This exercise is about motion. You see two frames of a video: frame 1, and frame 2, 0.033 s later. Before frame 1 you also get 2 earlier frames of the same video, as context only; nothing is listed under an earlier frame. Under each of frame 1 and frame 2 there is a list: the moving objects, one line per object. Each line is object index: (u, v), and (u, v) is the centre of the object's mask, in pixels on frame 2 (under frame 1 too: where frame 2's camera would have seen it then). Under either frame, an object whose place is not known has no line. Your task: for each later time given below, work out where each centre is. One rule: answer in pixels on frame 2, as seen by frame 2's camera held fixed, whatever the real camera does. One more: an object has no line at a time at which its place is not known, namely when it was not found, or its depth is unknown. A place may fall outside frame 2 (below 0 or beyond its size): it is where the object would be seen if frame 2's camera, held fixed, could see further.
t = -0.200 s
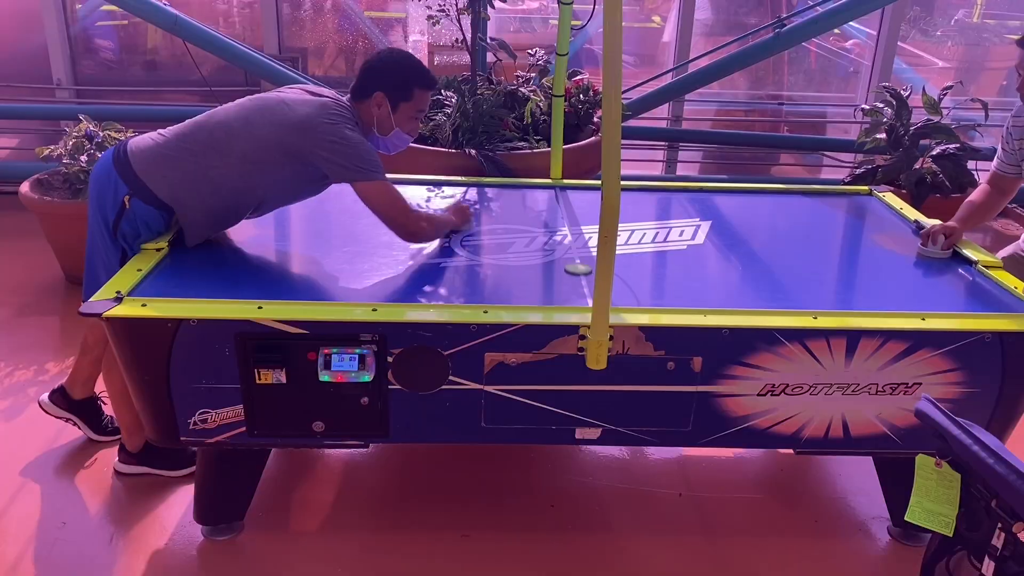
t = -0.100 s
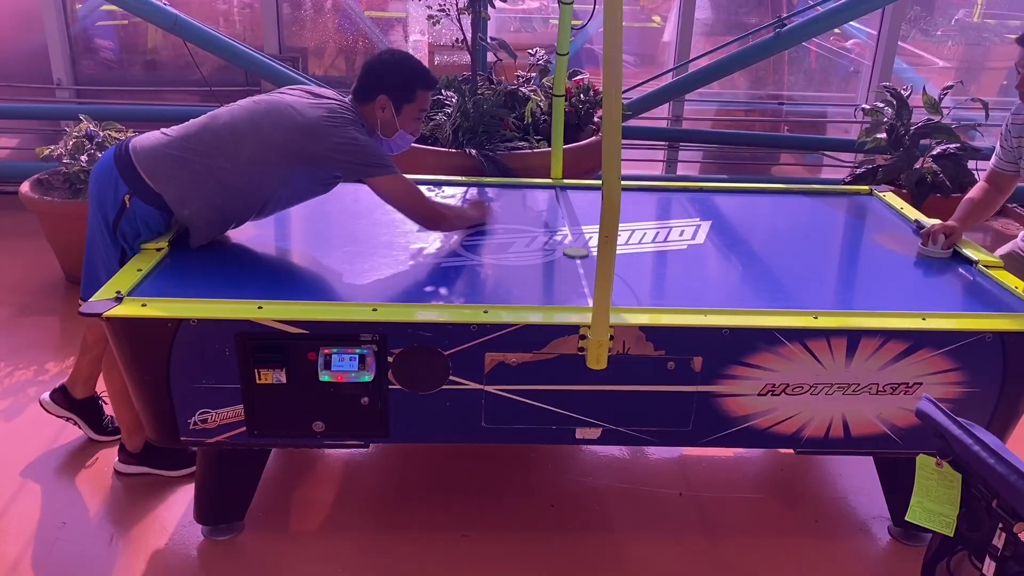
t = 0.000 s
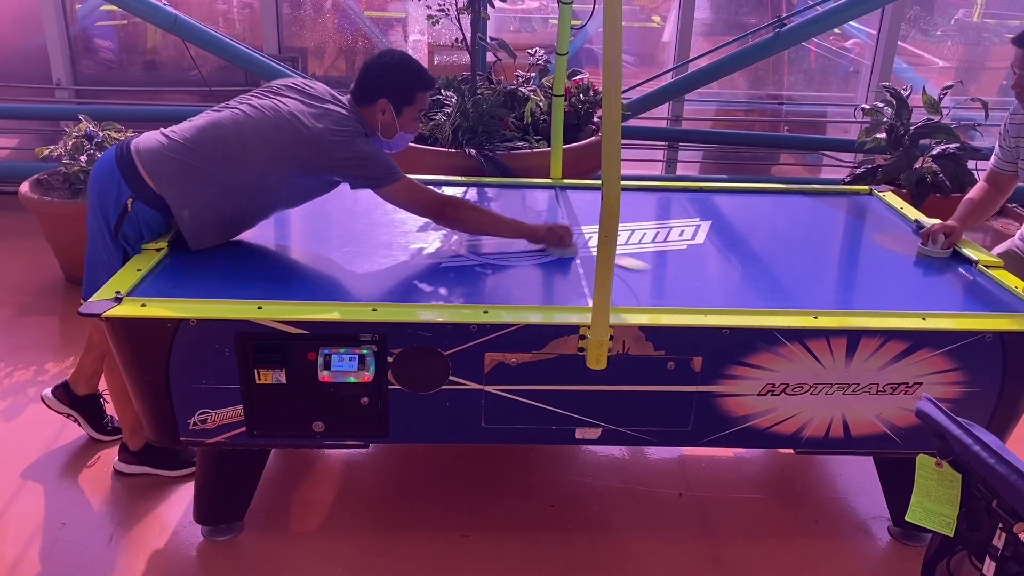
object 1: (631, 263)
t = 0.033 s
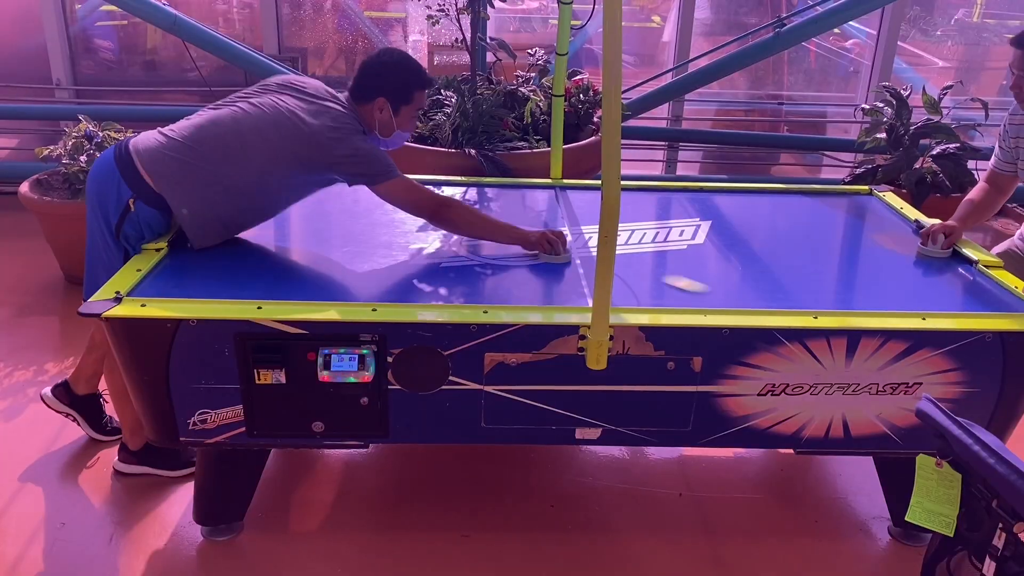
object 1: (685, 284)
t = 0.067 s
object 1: (746, 304)
